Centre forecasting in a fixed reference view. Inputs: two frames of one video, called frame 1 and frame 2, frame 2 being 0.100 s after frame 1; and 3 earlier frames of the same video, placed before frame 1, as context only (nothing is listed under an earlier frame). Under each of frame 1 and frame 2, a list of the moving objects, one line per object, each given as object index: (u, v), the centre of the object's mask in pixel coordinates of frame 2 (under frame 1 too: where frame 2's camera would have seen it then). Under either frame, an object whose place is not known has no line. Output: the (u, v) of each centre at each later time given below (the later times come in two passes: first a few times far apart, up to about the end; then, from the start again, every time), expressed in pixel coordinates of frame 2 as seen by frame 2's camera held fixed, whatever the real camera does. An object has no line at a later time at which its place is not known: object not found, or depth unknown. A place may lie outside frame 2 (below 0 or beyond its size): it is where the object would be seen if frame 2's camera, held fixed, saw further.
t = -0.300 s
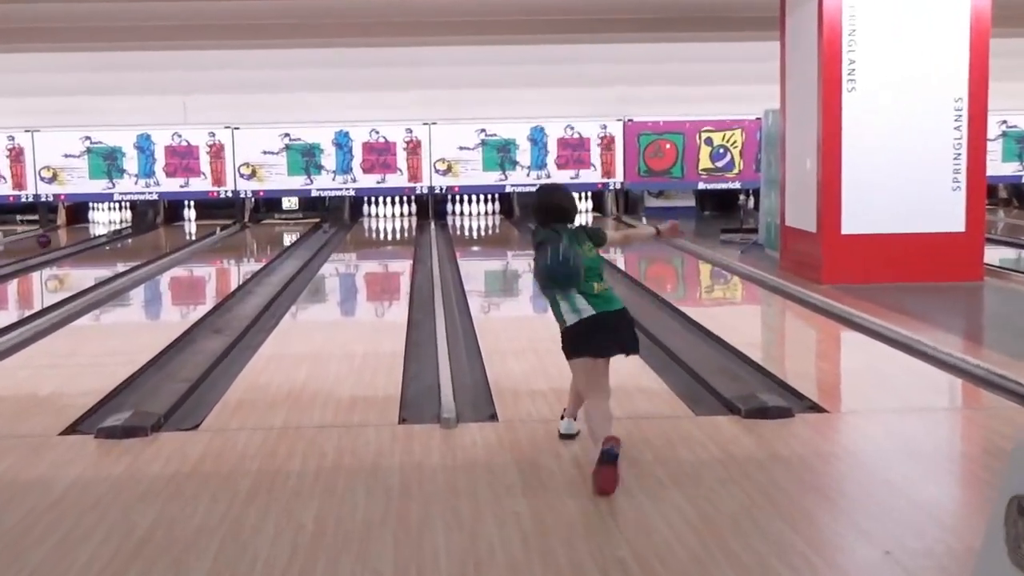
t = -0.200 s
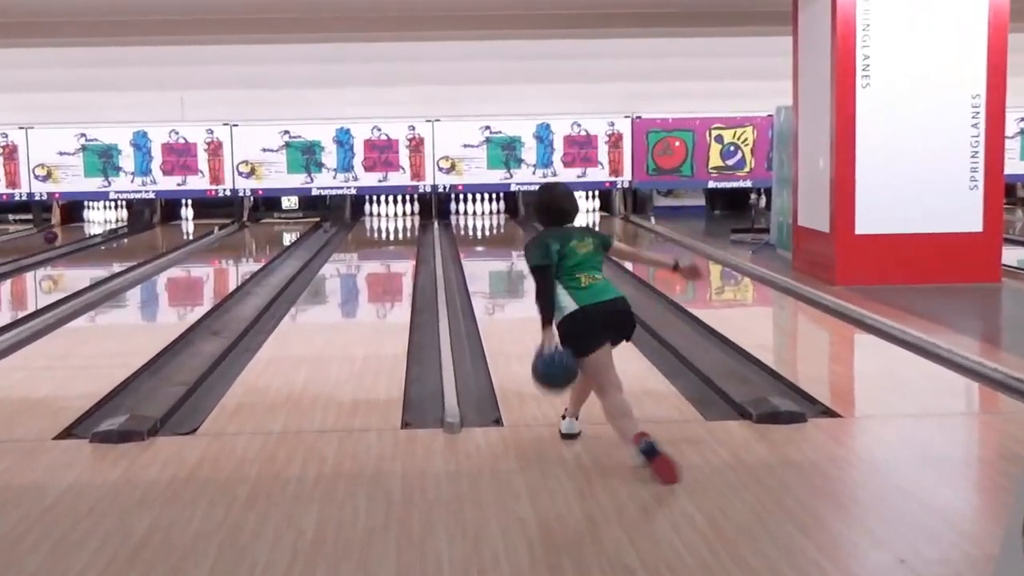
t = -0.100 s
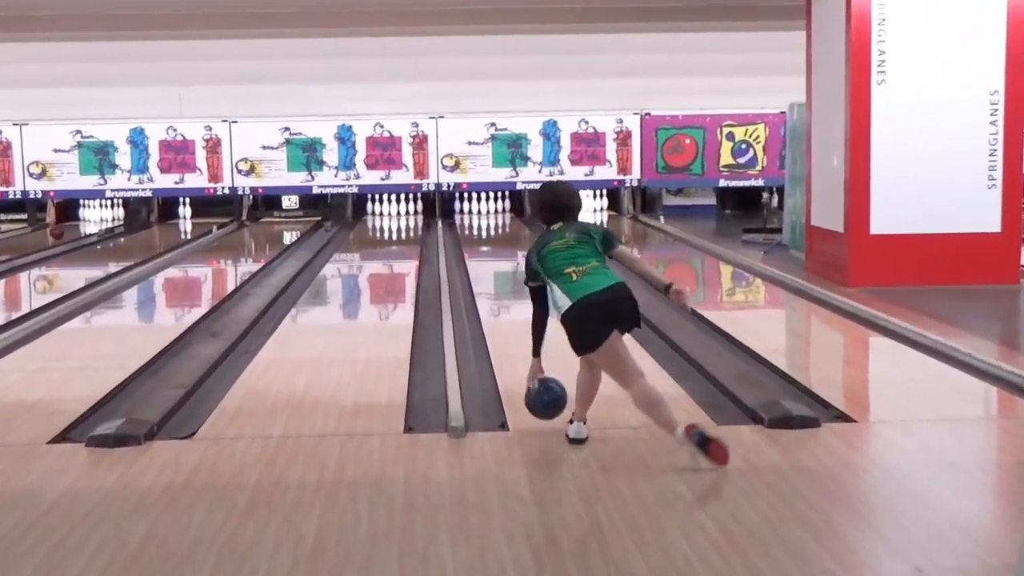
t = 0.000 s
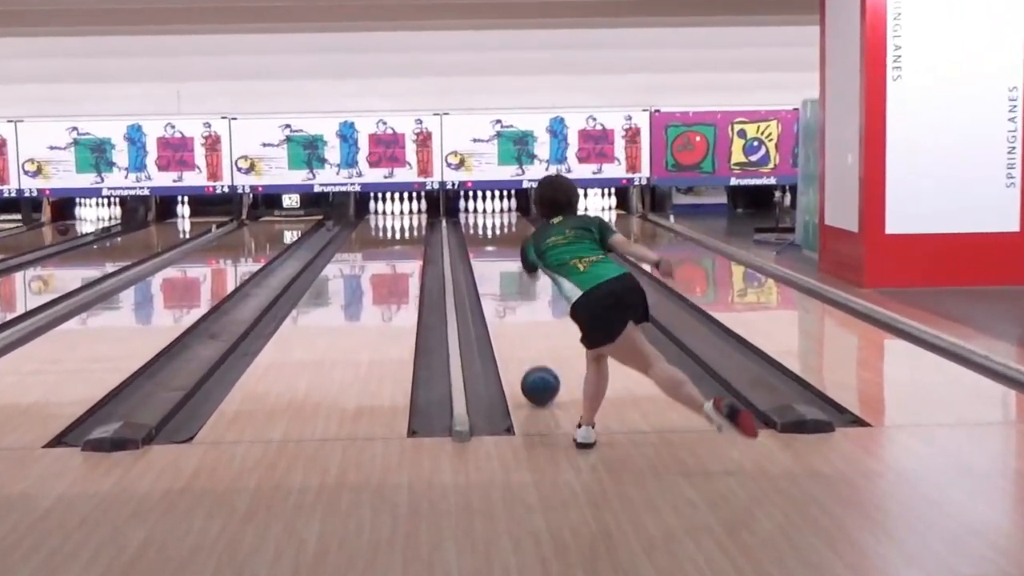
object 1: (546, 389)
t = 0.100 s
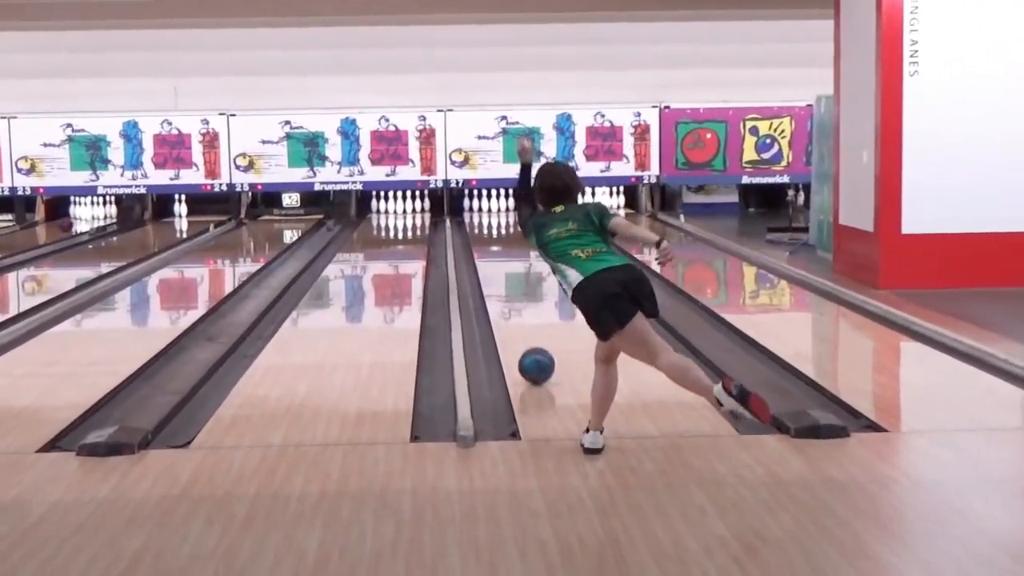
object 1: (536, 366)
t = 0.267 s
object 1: (524, 337)
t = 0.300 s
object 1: (522, 332)
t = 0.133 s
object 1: (533, 358)
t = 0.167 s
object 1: (531, 352)
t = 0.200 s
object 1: (529, 349)
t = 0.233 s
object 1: (527, 343)
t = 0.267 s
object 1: (524, 337)
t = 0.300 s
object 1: (522, 332)
